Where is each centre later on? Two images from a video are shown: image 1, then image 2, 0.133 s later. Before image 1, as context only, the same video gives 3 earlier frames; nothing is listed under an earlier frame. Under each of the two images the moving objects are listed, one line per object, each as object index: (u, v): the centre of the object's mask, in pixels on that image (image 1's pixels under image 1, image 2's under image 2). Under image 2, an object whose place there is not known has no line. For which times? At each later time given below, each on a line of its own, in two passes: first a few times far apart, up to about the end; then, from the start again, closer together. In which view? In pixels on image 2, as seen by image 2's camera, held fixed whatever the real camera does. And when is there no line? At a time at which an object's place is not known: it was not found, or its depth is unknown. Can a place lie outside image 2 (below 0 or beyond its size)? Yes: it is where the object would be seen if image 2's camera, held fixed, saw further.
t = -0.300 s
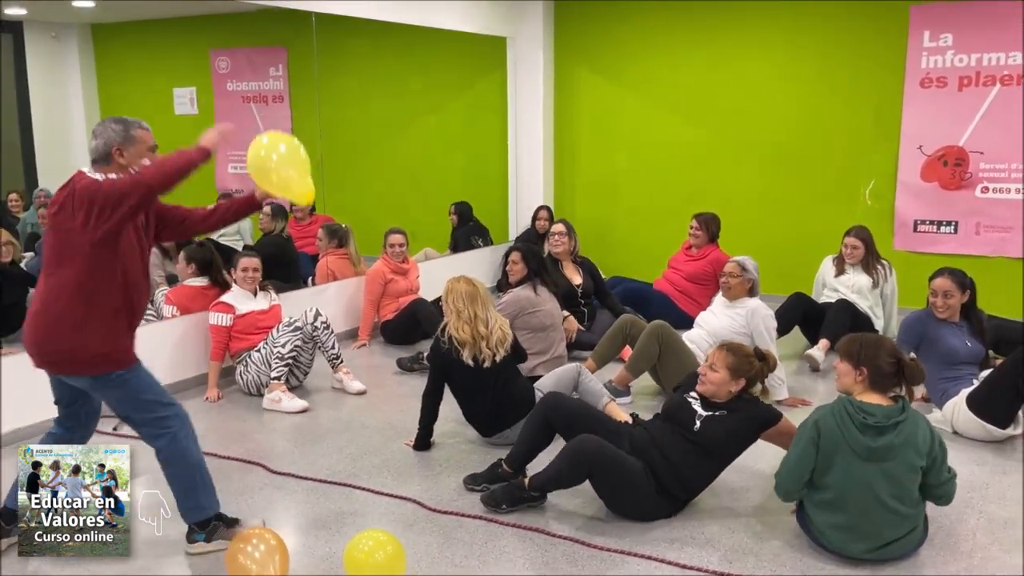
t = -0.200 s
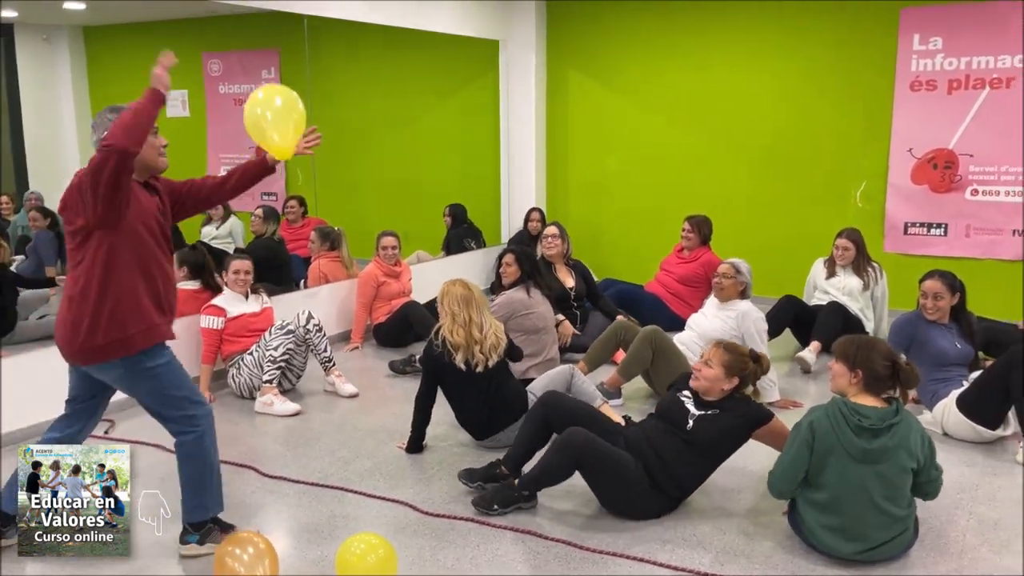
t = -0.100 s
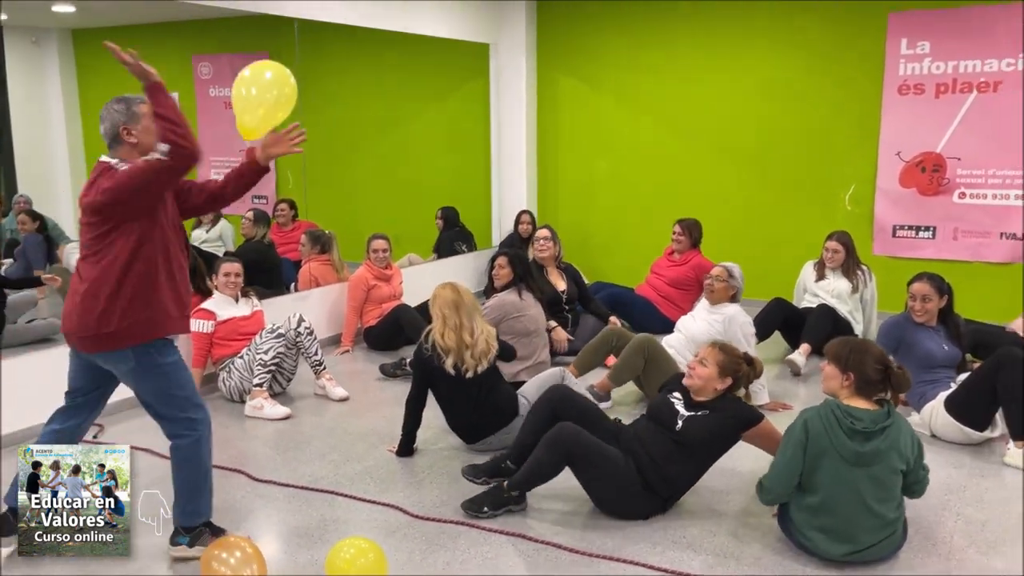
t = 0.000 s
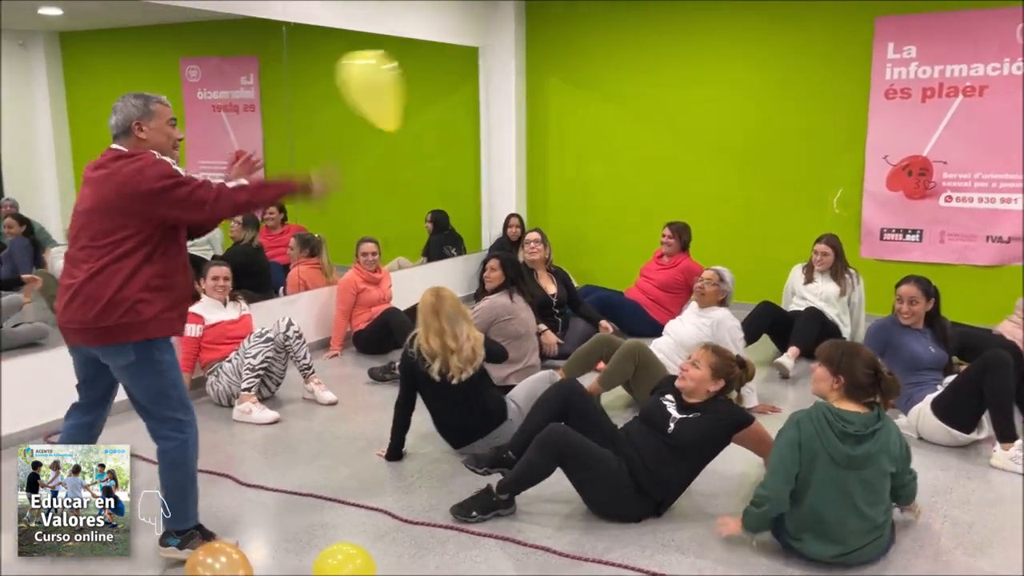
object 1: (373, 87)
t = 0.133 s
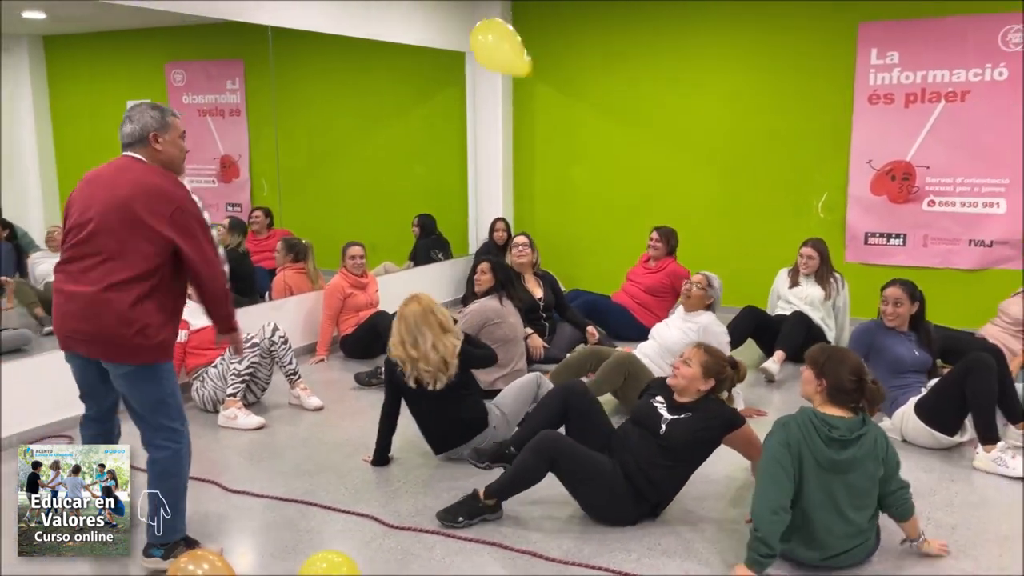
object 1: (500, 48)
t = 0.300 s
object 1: (535, 23)
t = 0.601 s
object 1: (563, 16)
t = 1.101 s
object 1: (568, 51)
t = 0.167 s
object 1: (509, 39)
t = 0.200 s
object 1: (517, 33)
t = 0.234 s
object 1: (524, 29)
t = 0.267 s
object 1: (530, 25)
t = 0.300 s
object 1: (535, 23)
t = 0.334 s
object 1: (540, 22)
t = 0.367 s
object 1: (544, 20)
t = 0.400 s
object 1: (548, 18)
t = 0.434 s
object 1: (551, 16)
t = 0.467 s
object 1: (554, 15)
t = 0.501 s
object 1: (557, 15)
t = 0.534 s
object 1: (559, 16)
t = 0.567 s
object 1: (561, 16)
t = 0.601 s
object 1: (563, 16)
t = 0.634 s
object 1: (565, 17)
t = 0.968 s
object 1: (569, 36)
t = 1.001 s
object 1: (569, 40)
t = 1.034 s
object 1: (568, 43)
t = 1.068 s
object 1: (569, 47)
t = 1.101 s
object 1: (568, 51)
